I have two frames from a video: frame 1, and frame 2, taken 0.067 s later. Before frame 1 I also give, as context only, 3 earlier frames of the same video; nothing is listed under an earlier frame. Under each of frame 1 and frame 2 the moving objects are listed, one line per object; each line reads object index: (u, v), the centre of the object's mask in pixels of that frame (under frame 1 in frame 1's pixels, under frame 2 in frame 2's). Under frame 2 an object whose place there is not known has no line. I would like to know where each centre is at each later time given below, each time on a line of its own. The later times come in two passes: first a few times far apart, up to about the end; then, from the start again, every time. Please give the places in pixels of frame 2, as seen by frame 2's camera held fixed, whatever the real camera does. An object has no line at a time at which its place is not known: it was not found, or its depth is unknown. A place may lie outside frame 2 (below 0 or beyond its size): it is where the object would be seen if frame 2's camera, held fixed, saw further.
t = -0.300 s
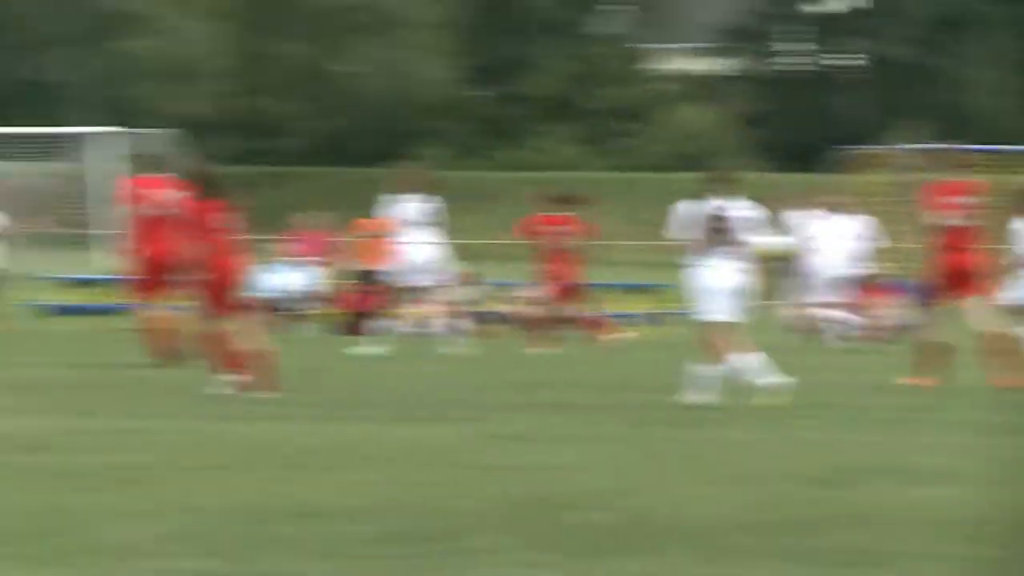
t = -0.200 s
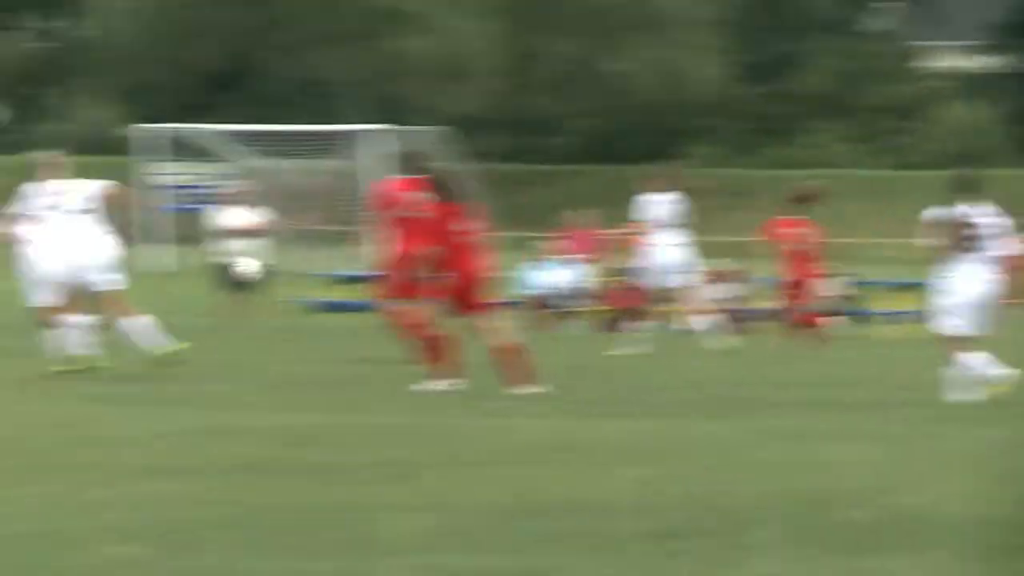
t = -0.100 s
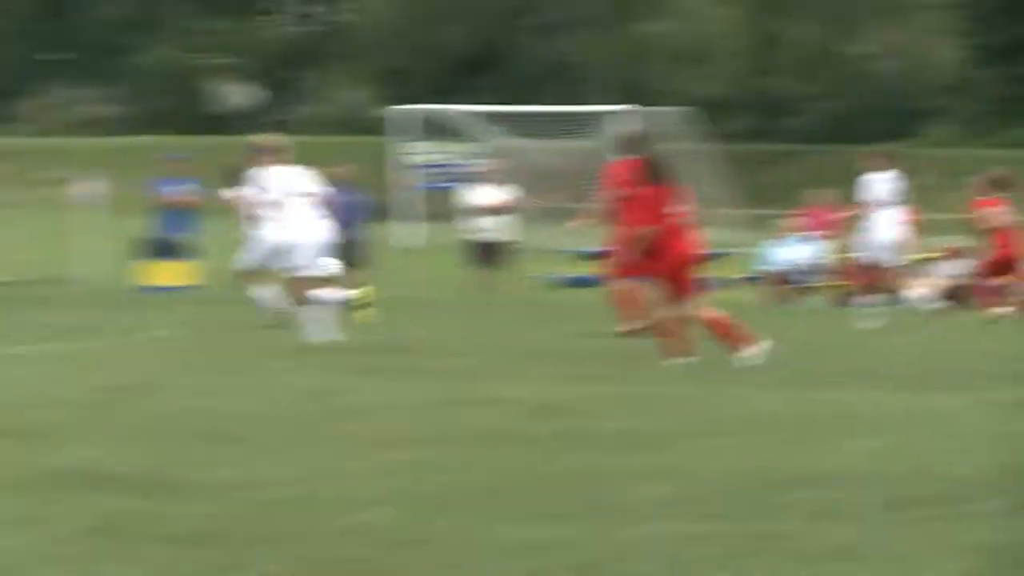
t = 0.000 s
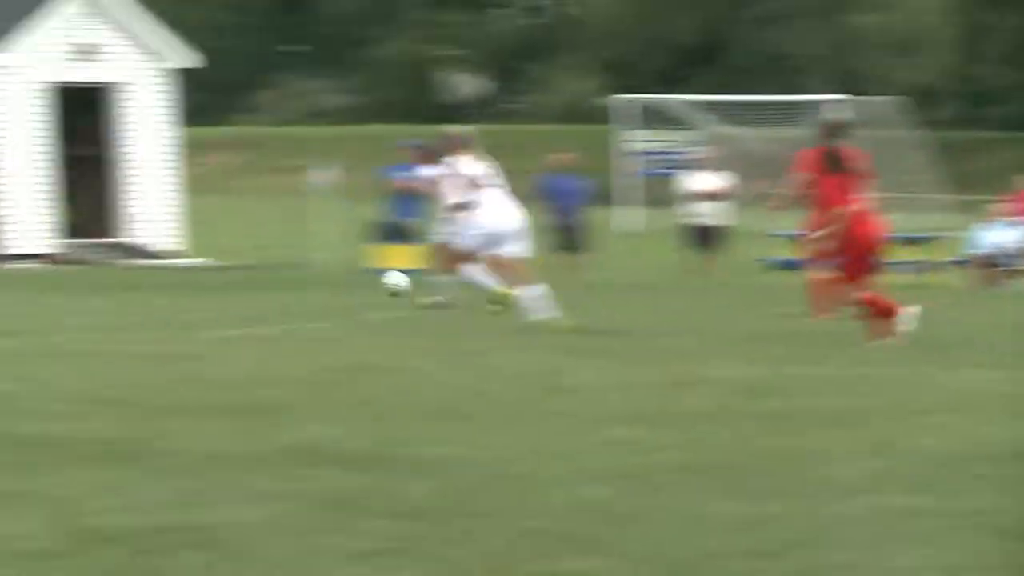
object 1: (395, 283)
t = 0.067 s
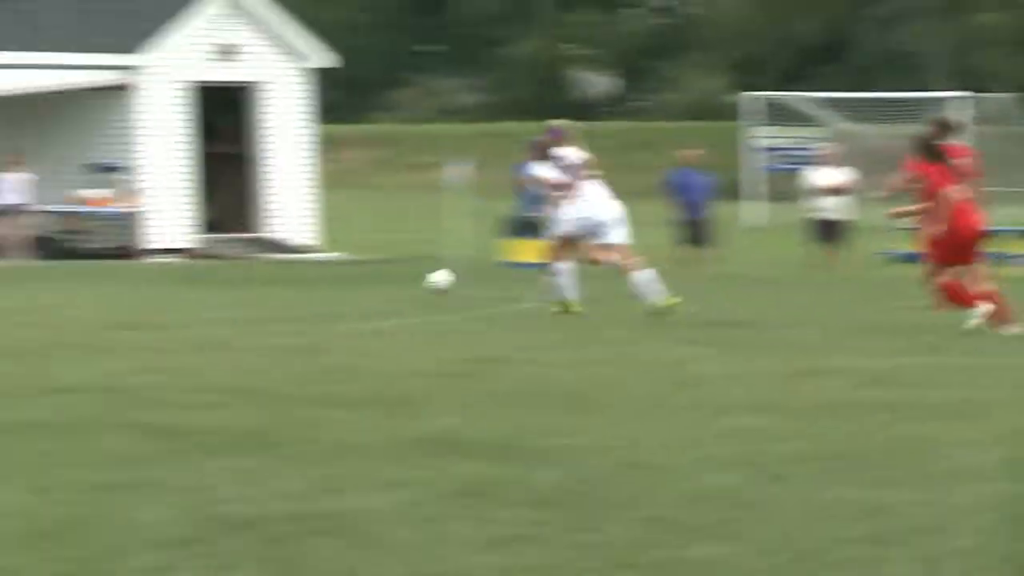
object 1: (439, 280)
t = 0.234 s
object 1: (279, 251)
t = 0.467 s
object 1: (57, 270)
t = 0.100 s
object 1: (407, 272)
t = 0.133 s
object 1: (376, 265)
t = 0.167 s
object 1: (345, 259)
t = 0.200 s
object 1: (312, 255)
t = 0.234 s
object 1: (279, 251)
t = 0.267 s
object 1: (248, 250)
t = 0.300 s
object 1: (216, 250)
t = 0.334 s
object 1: (186, 252)
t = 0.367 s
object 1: (154, 253)
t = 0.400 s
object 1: (122, 257)
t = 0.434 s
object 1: (89, 263)
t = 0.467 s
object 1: (57, 270)
